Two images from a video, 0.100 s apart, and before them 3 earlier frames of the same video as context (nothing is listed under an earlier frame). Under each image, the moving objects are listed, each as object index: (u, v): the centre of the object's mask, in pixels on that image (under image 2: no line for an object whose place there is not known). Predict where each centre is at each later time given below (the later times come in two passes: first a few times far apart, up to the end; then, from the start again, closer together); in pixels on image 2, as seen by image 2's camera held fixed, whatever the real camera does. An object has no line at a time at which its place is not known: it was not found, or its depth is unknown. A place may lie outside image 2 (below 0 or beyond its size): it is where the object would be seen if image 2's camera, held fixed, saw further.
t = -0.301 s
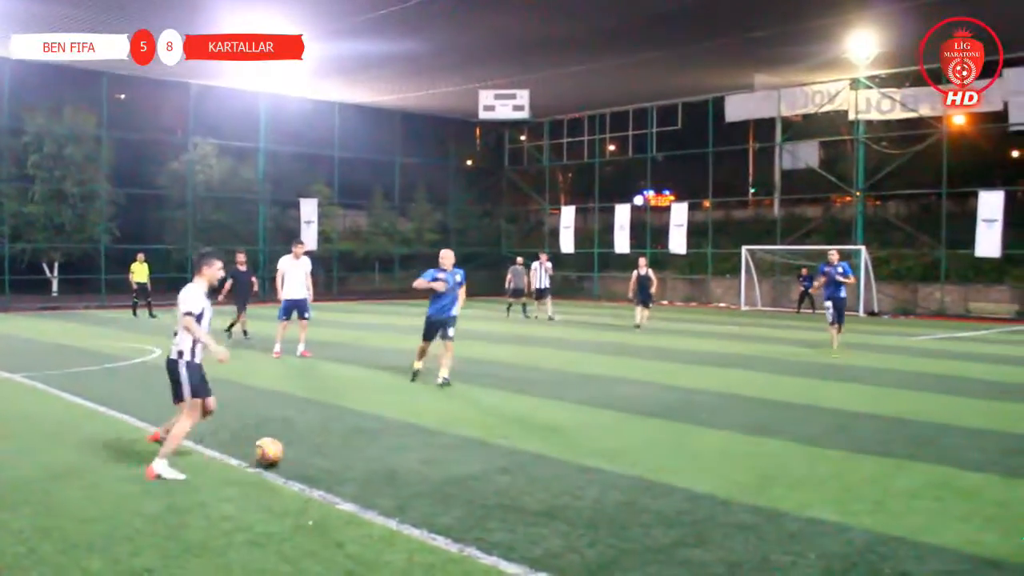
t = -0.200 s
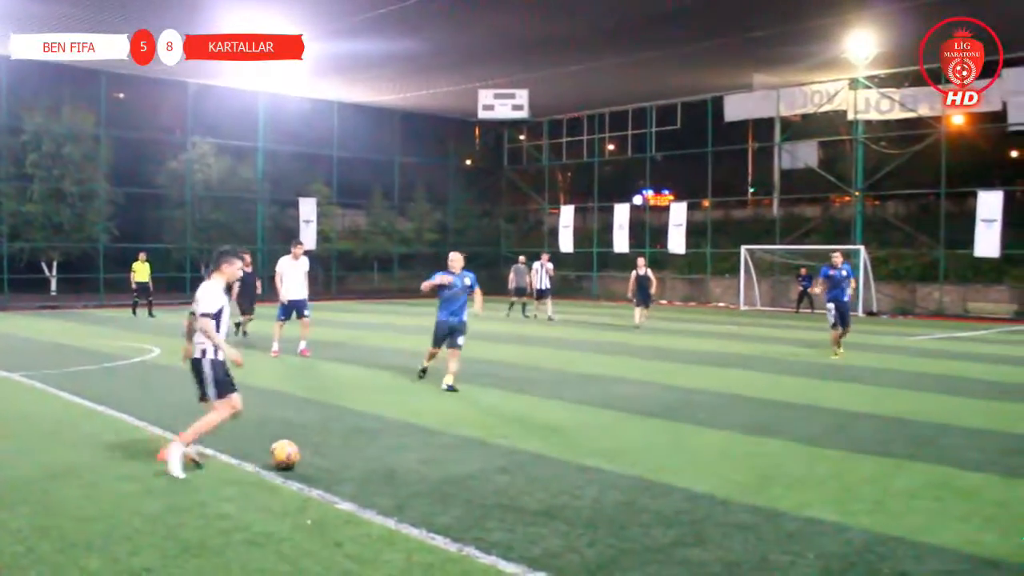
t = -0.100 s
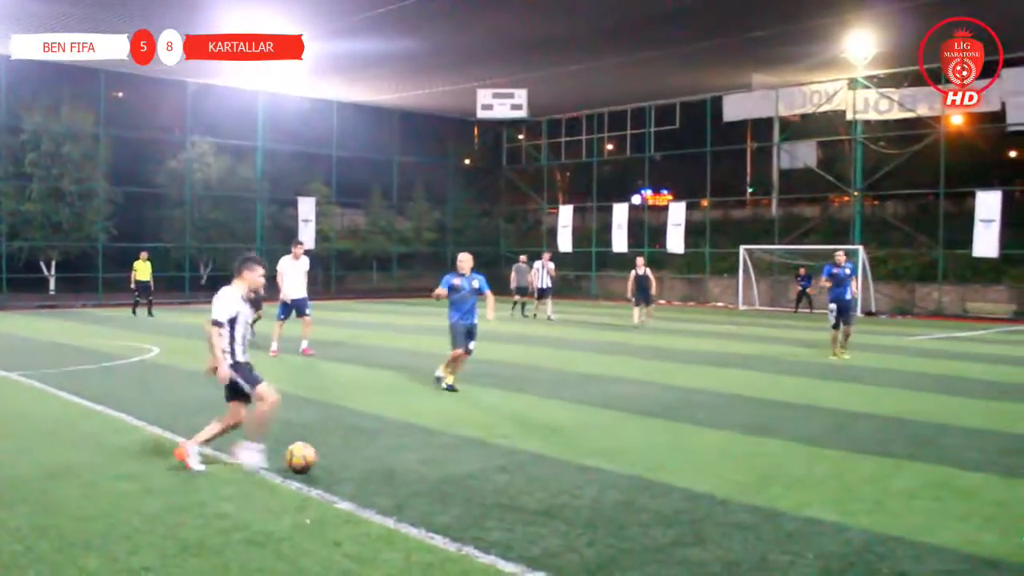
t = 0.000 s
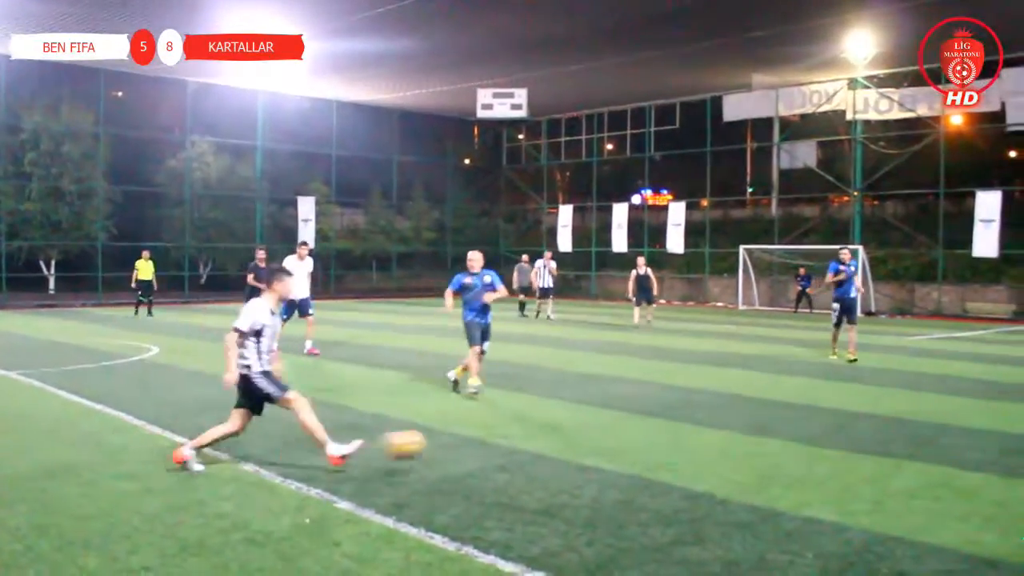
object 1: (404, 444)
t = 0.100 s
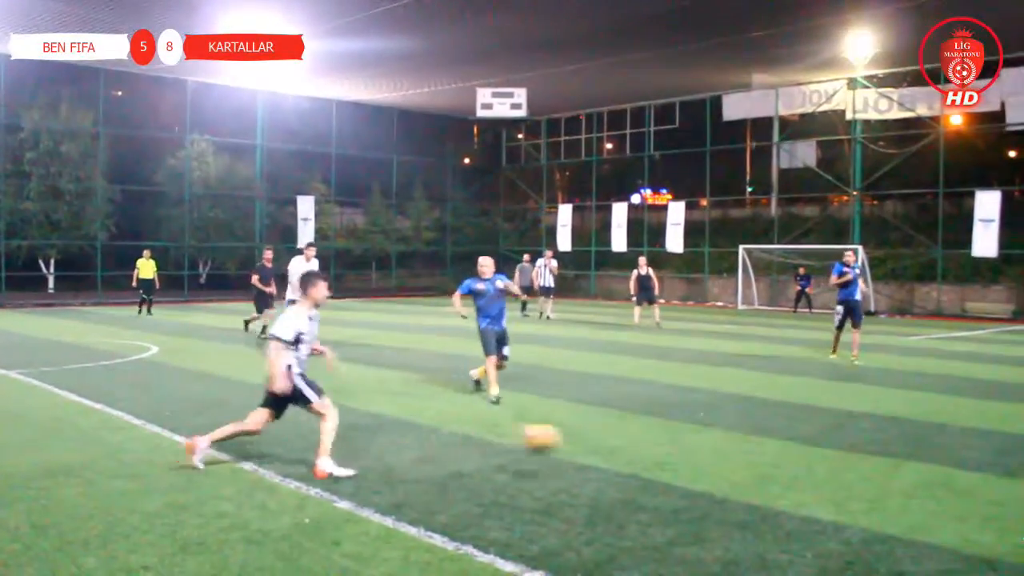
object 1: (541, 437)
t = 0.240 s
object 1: (726, 450)
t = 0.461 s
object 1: (961, 447)
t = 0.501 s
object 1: (997, 447)
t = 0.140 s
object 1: (595, 439)
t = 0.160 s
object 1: (619, 440)
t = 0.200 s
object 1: (674, 445)
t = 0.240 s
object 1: (726, 450)
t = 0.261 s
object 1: (752, 454)
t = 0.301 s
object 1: (806, 463)
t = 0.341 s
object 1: (848, 464)
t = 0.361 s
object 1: (867, 458)
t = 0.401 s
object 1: (905, 452)
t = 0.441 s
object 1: (942, 448)
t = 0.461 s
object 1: (961, 447)
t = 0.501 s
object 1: (997, 447)
